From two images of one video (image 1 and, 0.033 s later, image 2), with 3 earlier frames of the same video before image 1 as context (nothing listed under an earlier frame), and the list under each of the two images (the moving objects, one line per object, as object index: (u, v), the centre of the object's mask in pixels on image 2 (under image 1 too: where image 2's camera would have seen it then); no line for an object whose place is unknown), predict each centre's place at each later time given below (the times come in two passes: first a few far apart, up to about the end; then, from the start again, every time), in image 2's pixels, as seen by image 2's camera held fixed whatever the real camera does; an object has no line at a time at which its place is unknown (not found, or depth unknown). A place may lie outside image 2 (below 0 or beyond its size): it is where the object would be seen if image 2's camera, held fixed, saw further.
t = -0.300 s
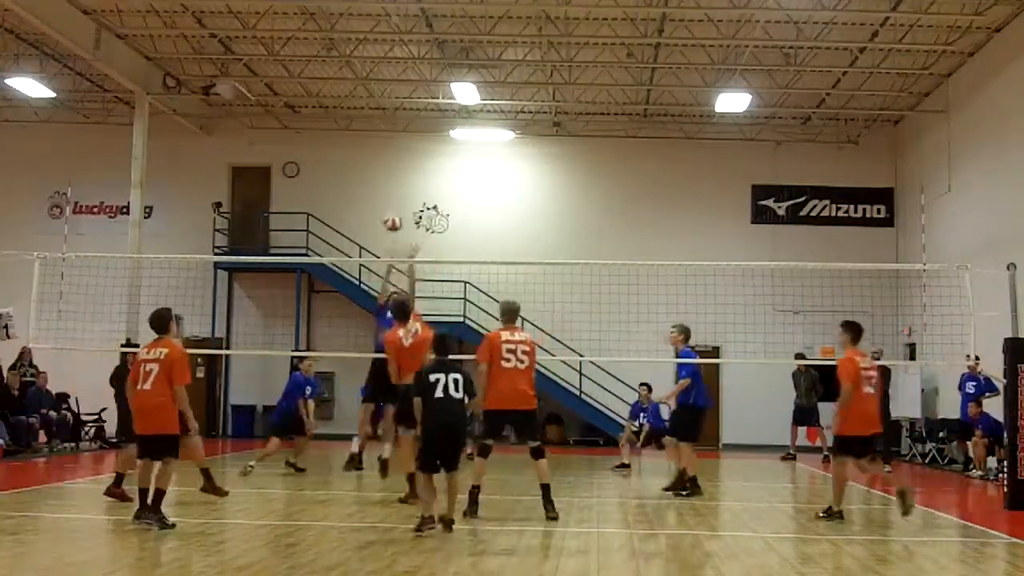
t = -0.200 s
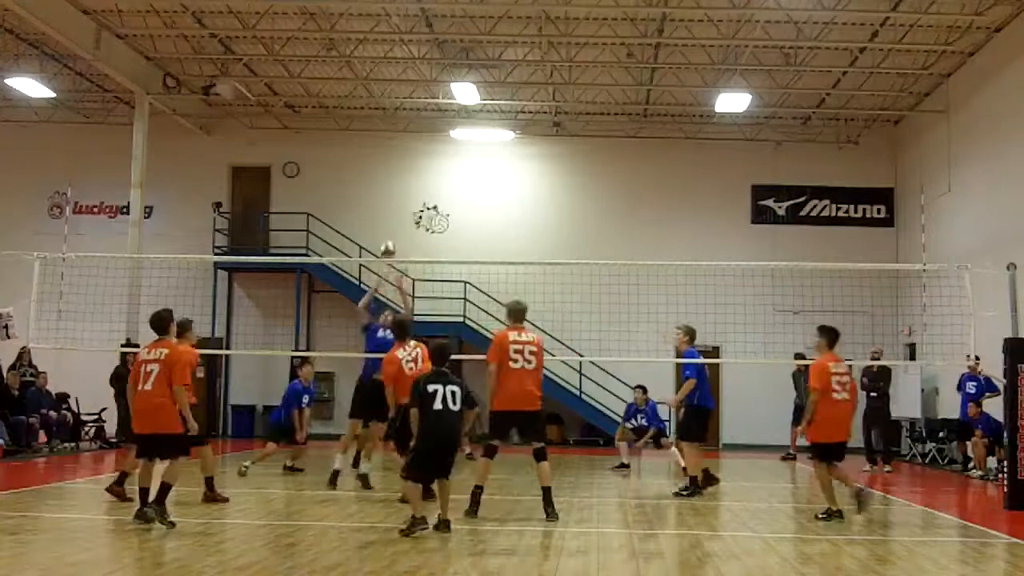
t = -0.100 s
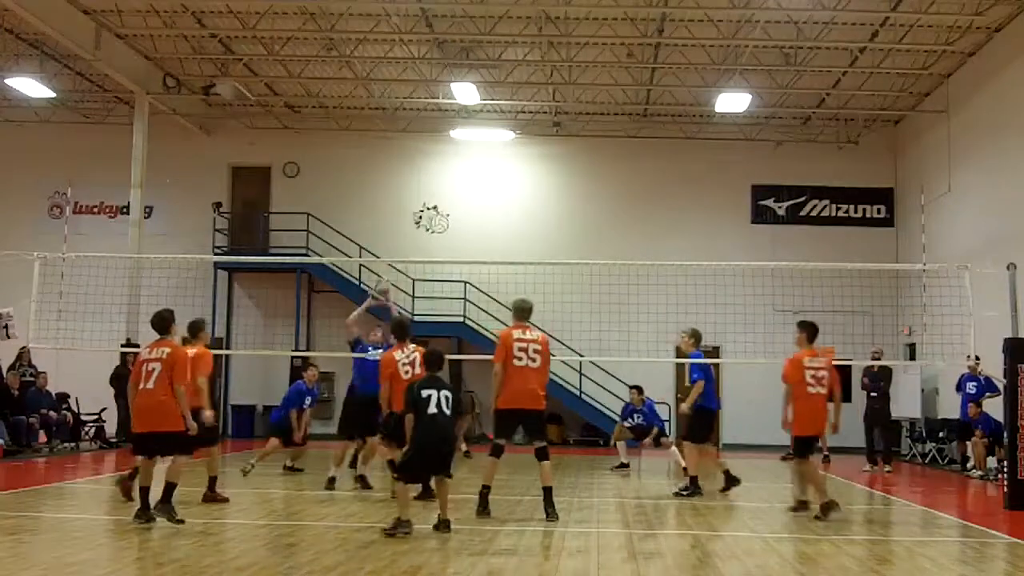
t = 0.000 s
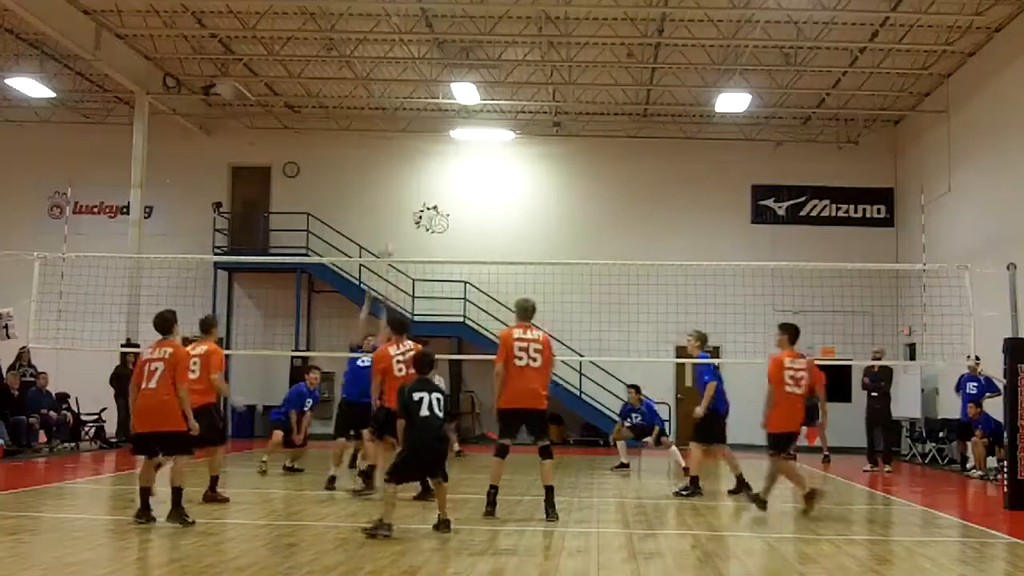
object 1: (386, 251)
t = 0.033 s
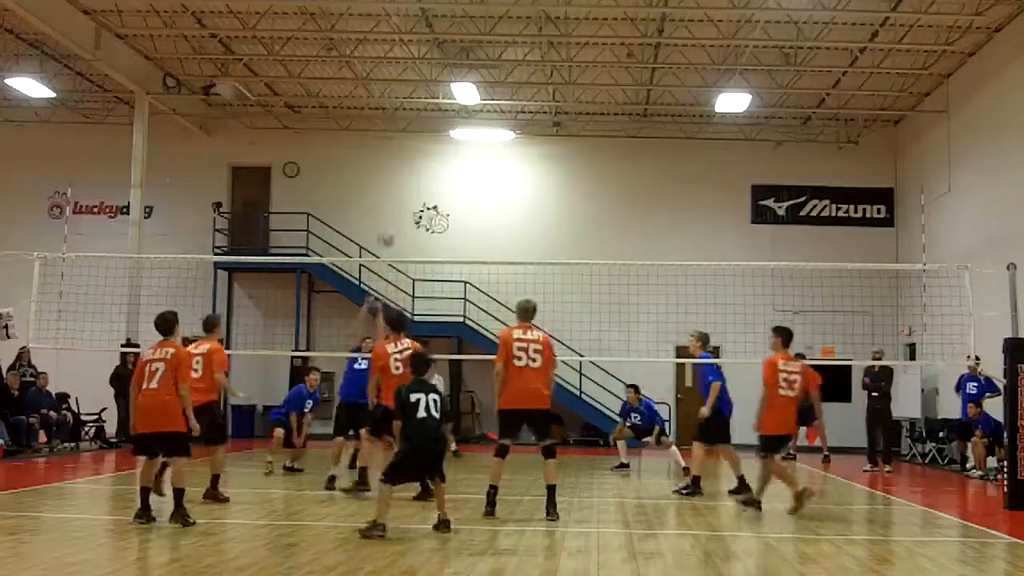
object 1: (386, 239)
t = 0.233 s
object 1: (391, 160)
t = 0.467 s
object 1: (397, 115)
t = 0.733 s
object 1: (403, 121)
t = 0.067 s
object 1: (386, 221)
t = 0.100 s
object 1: (387, 207)
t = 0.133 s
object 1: (387, 195)
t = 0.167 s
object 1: (389, 182)
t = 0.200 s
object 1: (390, 170)
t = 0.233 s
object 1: (391, 160)
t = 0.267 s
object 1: (392, 149)
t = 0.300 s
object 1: (393, 143)
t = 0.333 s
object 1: (393, 134)
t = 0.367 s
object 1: (395, 127)
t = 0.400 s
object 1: (395, 122)
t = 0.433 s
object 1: (396, 117)
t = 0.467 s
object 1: (397, 115)
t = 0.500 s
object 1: (398, 112)
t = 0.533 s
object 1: (398, 108)
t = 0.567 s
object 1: (399, 110)
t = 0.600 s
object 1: (399, 110)
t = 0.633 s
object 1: (400, 111)
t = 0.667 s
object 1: (401, 112)
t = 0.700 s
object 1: (402, 117)
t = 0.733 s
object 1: (403, 121)
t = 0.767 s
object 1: (404, 125)
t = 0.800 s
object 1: (405, 131)
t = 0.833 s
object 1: (405, 138)
